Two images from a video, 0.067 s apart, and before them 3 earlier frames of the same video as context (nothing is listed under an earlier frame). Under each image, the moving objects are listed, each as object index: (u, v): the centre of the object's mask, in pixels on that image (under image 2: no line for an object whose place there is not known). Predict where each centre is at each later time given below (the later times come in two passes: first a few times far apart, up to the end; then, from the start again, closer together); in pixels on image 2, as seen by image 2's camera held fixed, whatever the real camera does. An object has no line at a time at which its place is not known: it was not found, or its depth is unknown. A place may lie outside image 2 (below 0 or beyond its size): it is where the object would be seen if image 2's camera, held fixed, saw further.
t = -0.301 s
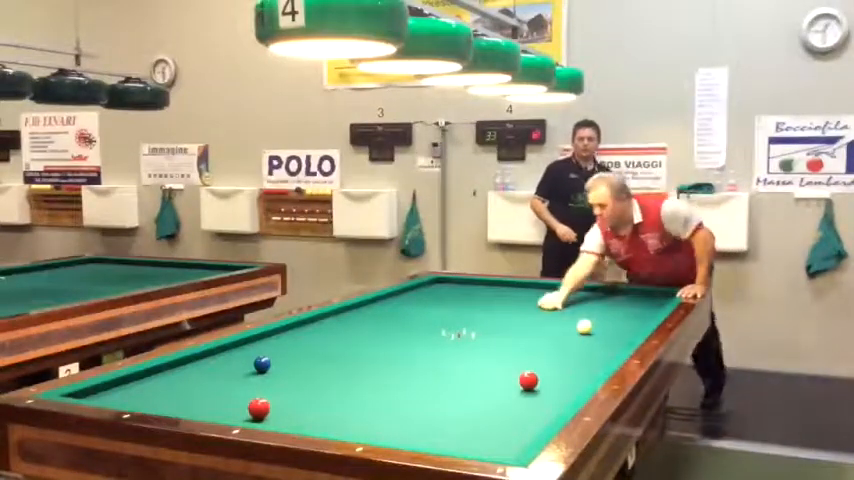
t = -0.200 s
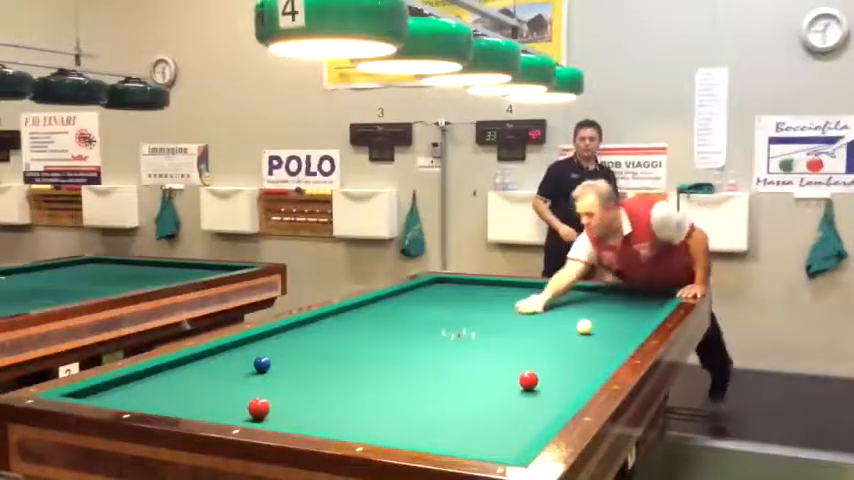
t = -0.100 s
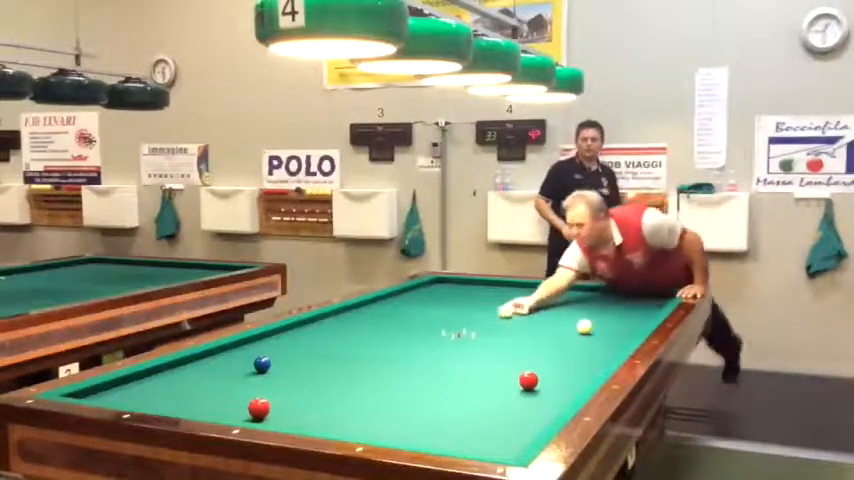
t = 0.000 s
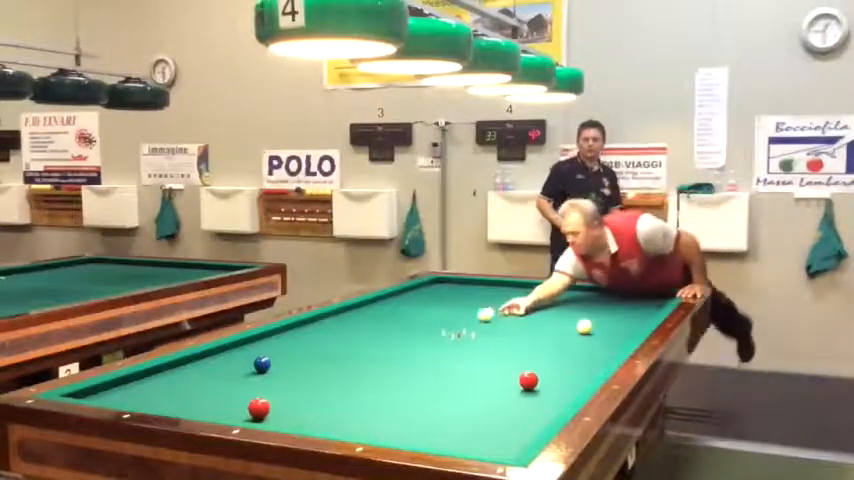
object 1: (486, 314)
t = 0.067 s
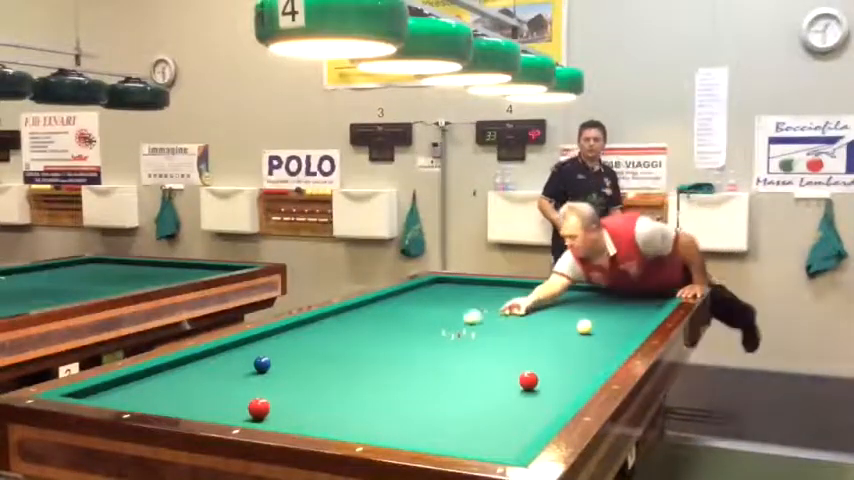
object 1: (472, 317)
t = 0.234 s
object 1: (440, 322)
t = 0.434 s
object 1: (399, 329)
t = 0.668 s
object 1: (349, 338)
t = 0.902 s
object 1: (294, 348)
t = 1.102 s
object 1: (241, 358)
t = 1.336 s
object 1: (172, 370)
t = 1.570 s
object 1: (120, 385)
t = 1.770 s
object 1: (90, 396)
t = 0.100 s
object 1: (465, 318)
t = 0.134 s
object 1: (460, 319)
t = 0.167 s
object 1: (453, 320)
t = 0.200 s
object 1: (446, 321)
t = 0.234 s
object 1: (440, 322)
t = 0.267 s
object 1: (434, 323)
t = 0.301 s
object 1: (427, 324)
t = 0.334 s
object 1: (421, 325)
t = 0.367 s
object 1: (413, 327)
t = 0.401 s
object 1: (407, 328)
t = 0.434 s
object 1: (399, 329)
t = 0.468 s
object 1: (393, 331)
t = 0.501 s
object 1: (386, 332)
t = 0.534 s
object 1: (379, 333)
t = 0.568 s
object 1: (372, 334)
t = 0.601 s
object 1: (364, 336)
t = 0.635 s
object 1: (357, 337)
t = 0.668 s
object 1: (349, 338)
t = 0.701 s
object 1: (342, 340)
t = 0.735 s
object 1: (334, 341)
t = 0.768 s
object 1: (326, 342)
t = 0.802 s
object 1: (318, 344)
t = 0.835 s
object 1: (310, 345)
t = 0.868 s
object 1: (301, 347)
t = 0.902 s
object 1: (294, 348)
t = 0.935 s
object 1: (285, 349)
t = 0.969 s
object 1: (277, 351)
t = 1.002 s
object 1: (269, 351)
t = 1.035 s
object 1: (258, 353)
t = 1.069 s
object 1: (249, 355)
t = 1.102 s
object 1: (241, 358)
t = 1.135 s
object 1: (231, 359)
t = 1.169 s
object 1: (222, 361)
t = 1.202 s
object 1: (213, 363)
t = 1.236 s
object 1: (203, 364)
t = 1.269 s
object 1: (193, 366)
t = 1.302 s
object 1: (183, 368)
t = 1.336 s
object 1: (172, 370)
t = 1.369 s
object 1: (162, 372)
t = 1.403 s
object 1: (151, 374)
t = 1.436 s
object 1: (141, 375)
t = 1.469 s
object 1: (133, 378)
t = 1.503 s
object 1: (129, 380)
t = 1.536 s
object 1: (125, 383)
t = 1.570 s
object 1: (120, 385)
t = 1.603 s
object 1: (115, 387)
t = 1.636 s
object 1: (109, 390)
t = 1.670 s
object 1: (104, 391)
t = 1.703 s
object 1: (93, 395)
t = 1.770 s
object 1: (90, 396)
